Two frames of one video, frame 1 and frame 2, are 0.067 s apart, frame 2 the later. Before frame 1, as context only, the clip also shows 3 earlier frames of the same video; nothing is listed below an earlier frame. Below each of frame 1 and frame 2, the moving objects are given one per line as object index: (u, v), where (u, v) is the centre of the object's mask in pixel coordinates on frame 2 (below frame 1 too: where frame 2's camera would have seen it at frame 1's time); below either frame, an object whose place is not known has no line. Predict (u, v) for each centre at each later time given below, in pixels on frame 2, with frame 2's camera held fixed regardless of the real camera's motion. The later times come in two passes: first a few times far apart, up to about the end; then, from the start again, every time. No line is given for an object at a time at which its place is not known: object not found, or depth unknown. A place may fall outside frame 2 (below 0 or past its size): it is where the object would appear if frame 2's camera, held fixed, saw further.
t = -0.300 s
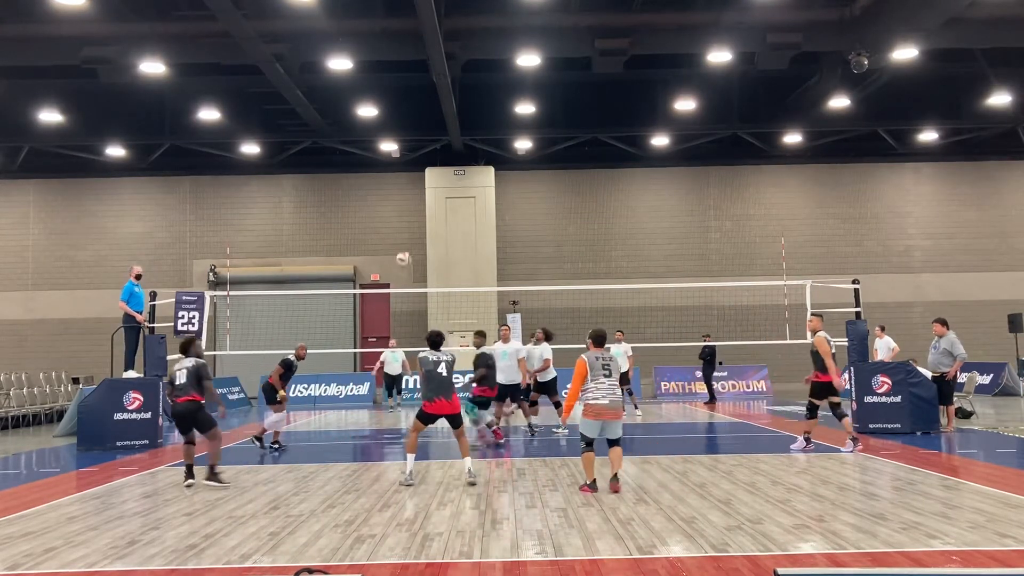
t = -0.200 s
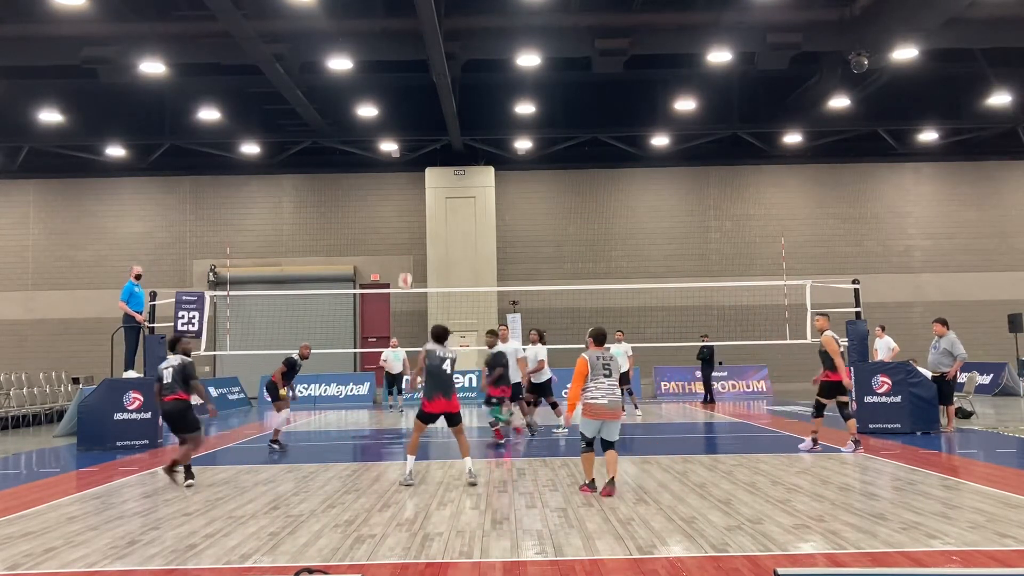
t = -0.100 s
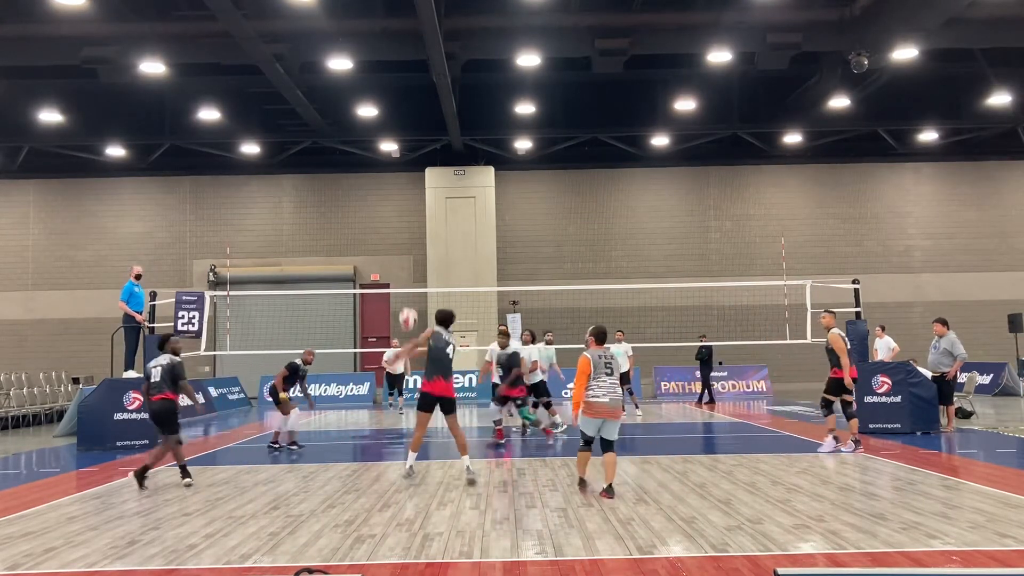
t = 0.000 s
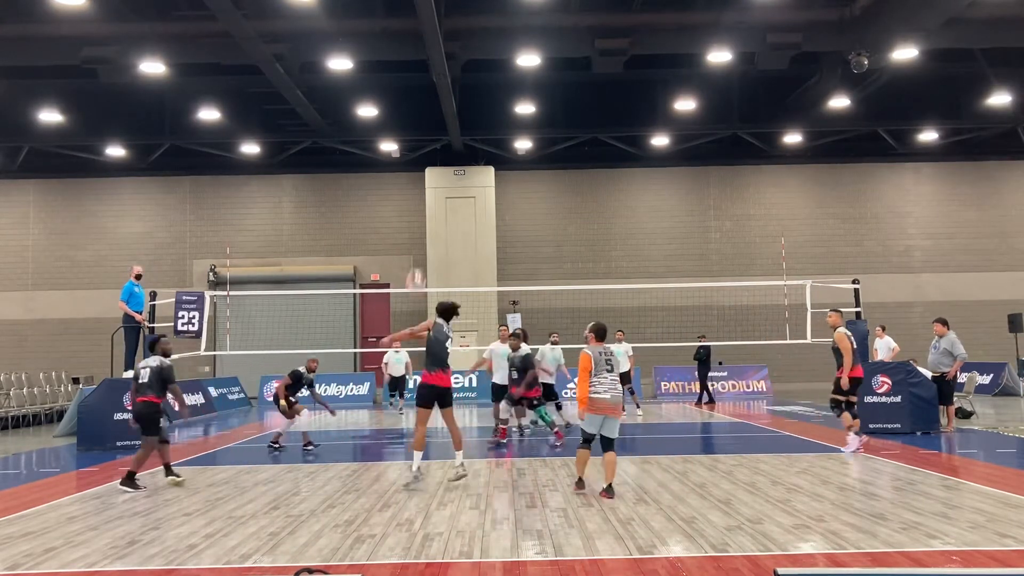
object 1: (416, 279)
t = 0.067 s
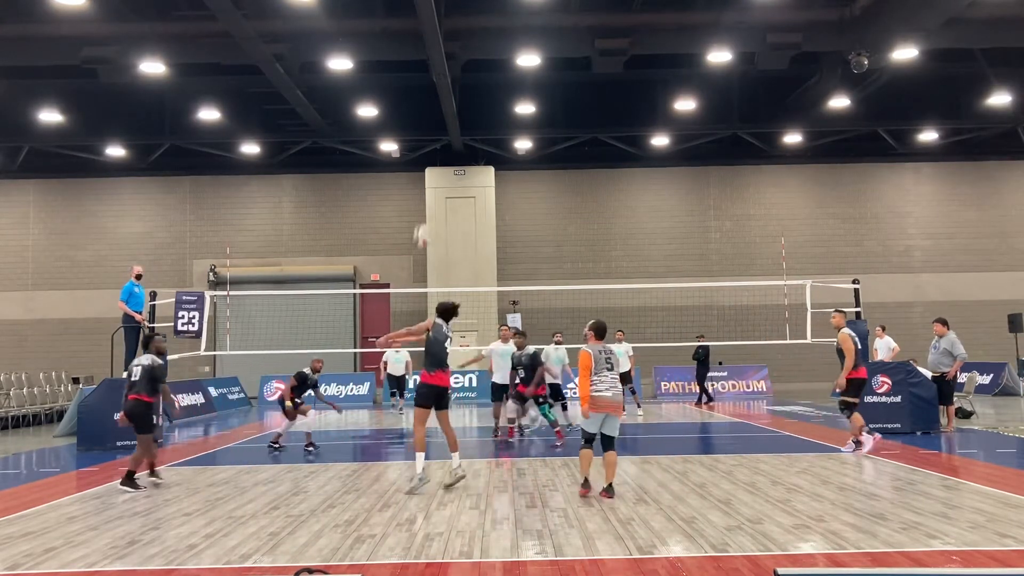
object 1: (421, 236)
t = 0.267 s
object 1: (442, 130)
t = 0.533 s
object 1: (467, 49)
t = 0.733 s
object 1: (485, 29)
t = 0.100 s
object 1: (425, 215)
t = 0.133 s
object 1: (428, 196)
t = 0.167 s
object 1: (433, 177)
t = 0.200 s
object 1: (436, 159)
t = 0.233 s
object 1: (439, 145)
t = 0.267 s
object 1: (442, 130)
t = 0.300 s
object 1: (446, 116)
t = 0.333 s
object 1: (449, 103)
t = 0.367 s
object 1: (452, 92)
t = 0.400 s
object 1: (455, 82)
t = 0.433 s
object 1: (458, 72)
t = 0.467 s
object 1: (461, 64)
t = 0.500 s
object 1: (464, 56)
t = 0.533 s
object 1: (467, 49)
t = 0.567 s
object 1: (470, 44)
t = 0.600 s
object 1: (473, 39)
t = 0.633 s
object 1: (476, 35)
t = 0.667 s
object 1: (479, 32)
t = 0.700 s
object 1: (482, 31)
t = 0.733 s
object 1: (485, 29)
